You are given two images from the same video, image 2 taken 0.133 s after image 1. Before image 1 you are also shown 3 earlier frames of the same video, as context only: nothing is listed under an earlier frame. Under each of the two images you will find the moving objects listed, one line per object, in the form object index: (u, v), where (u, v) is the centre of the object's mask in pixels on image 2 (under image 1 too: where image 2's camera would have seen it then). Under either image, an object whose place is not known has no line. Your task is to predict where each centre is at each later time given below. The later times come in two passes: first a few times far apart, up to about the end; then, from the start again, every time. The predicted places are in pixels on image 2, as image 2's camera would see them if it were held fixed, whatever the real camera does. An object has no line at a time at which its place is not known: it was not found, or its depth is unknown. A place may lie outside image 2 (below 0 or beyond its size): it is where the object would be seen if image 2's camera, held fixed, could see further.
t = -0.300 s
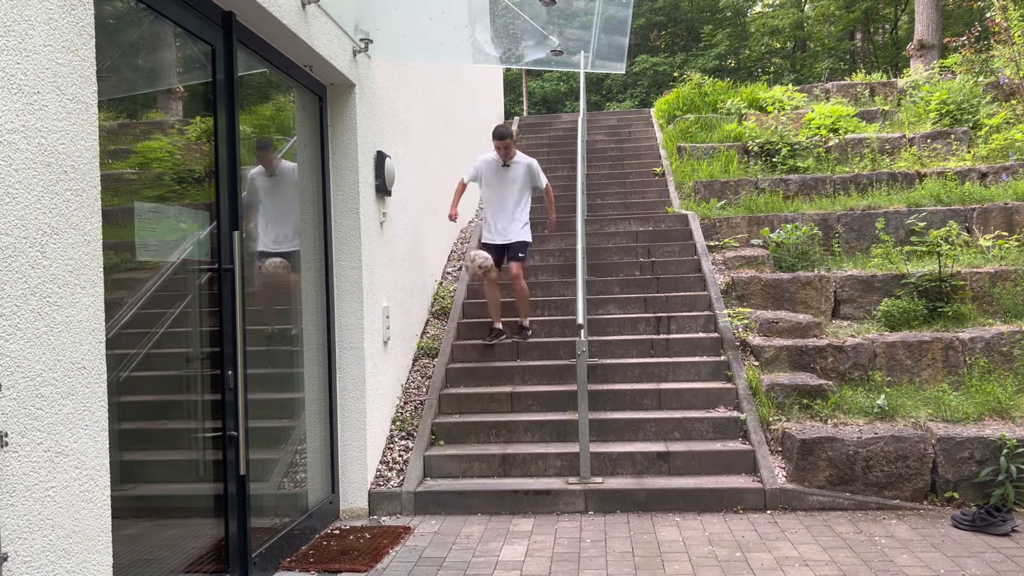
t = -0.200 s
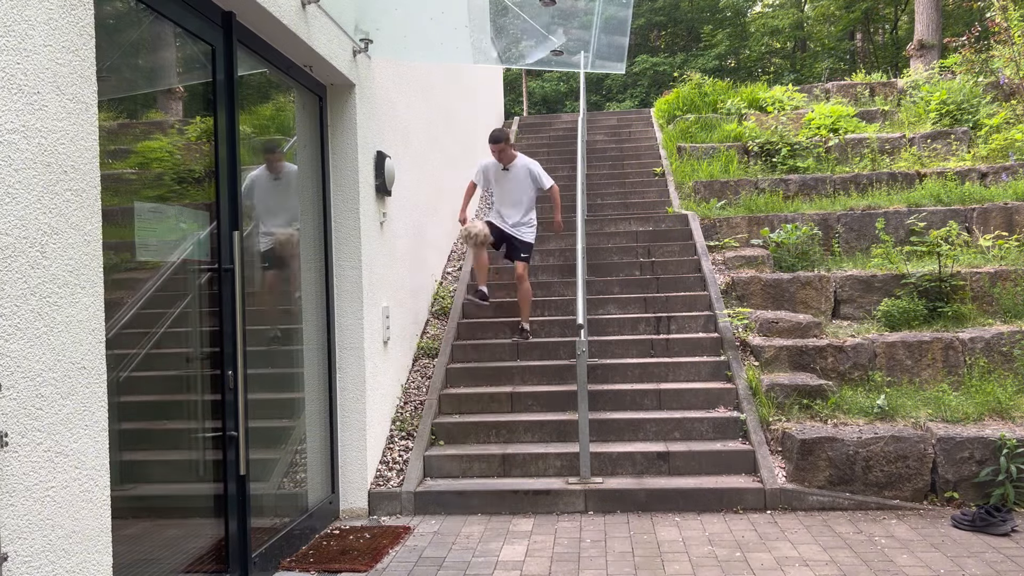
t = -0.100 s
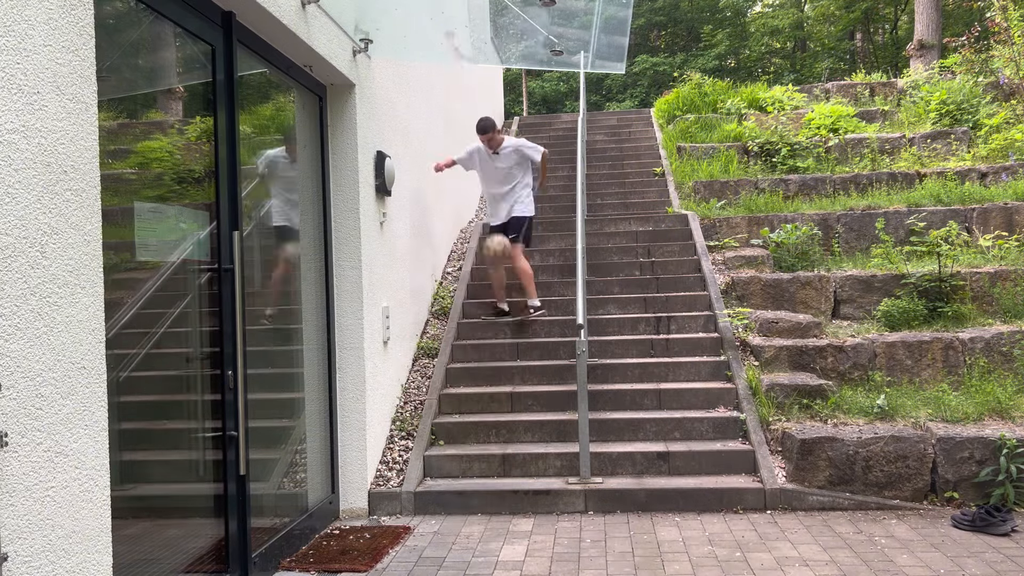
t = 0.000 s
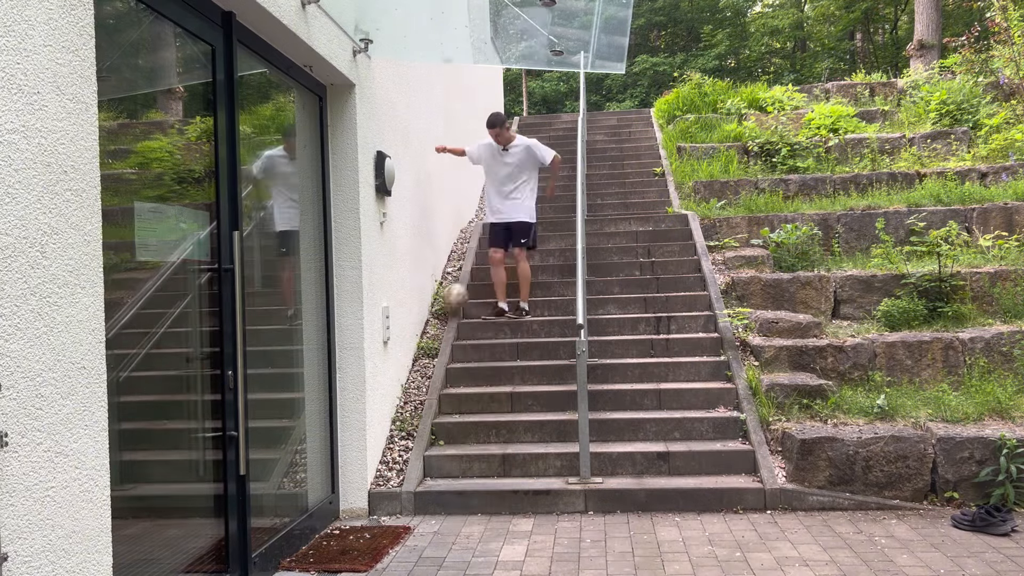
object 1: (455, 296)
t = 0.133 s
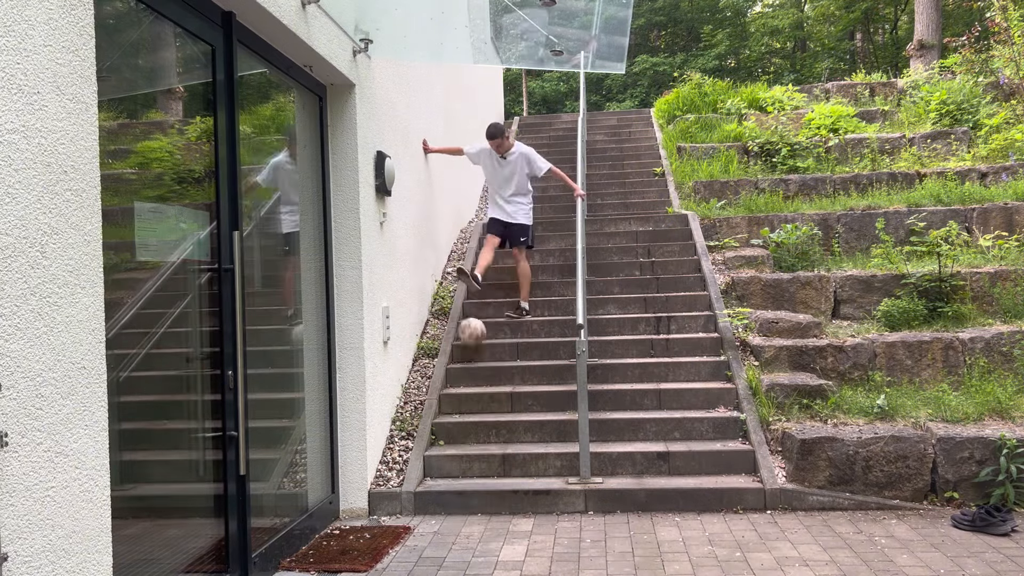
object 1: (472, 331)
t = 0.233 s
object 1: (515, 352)
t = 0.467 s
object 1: (493, 422)
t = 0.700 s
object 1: (388, 508)
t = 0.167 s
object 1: (487, 348)
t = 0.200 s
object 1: (500, 338)
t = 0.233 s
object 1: (515, 352)
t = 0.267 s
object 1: (533, 395)
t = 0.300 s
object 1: (553, 372)
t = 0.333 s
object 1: (559, 370)
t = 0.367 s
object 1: (539, 395)
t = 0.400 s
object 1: (519, 450)
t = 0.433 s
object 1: (505, 436)
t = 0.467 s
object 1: (493, 422)
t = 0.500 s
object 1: (480, 438)
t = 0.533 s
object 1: (468, 483)
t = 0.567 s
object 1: (453, 486)
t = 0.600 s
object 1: (439, 469)
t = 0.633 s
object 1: (422, 493)
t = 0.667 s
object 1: (407, 528)
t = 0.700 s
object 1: (388, 508)
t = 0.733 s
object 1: (370, 521)
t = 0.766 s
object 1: (351, 550)
